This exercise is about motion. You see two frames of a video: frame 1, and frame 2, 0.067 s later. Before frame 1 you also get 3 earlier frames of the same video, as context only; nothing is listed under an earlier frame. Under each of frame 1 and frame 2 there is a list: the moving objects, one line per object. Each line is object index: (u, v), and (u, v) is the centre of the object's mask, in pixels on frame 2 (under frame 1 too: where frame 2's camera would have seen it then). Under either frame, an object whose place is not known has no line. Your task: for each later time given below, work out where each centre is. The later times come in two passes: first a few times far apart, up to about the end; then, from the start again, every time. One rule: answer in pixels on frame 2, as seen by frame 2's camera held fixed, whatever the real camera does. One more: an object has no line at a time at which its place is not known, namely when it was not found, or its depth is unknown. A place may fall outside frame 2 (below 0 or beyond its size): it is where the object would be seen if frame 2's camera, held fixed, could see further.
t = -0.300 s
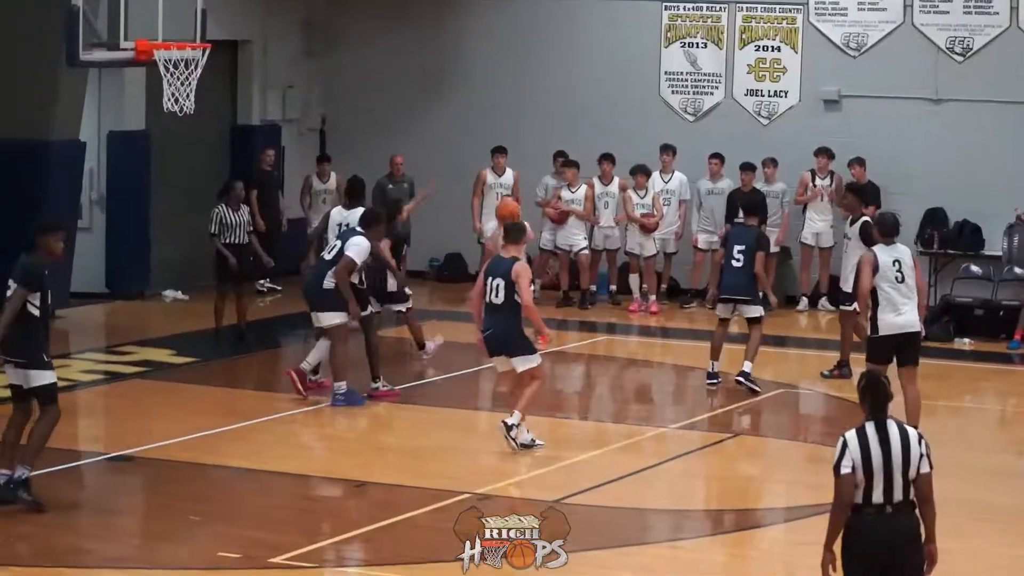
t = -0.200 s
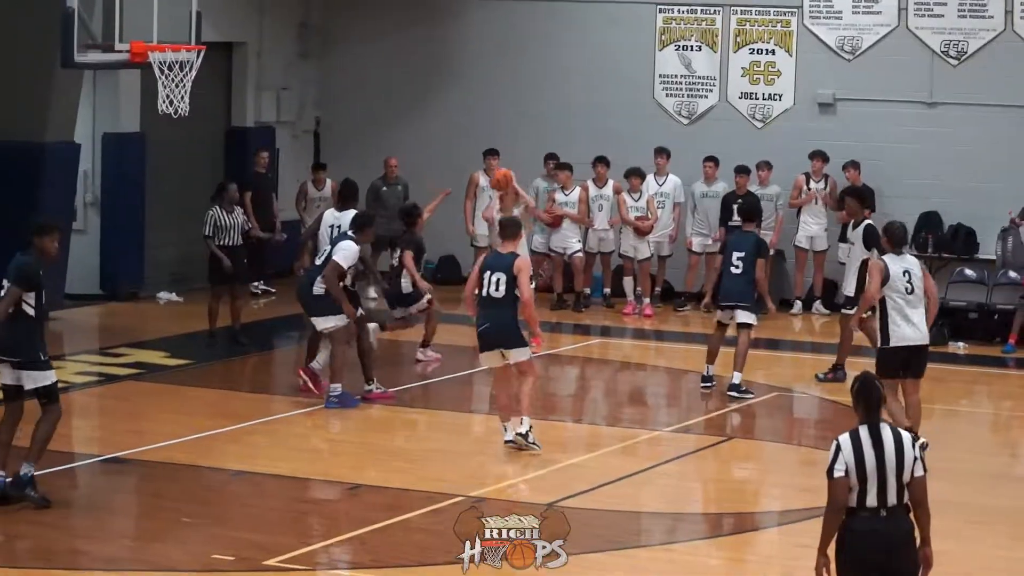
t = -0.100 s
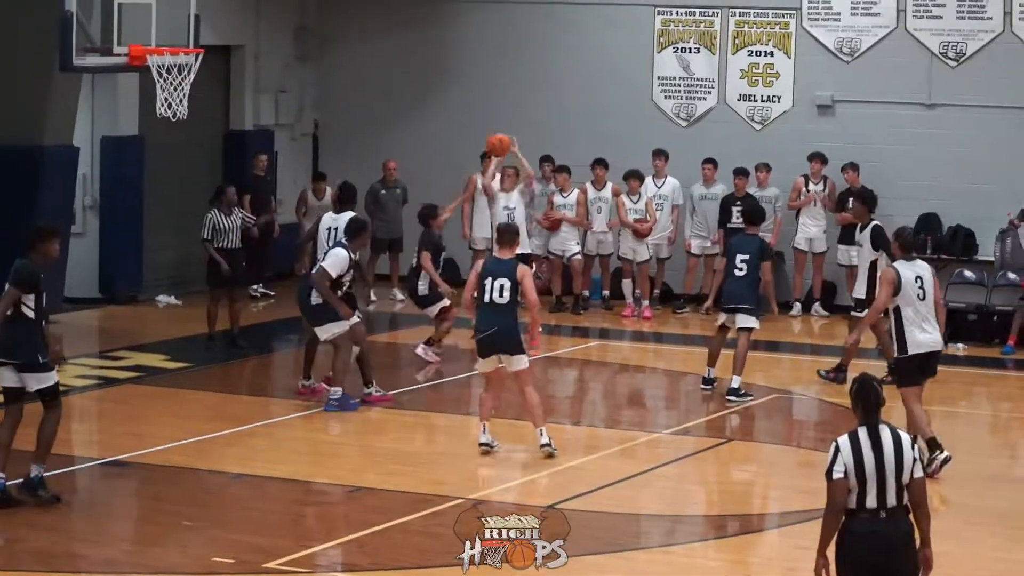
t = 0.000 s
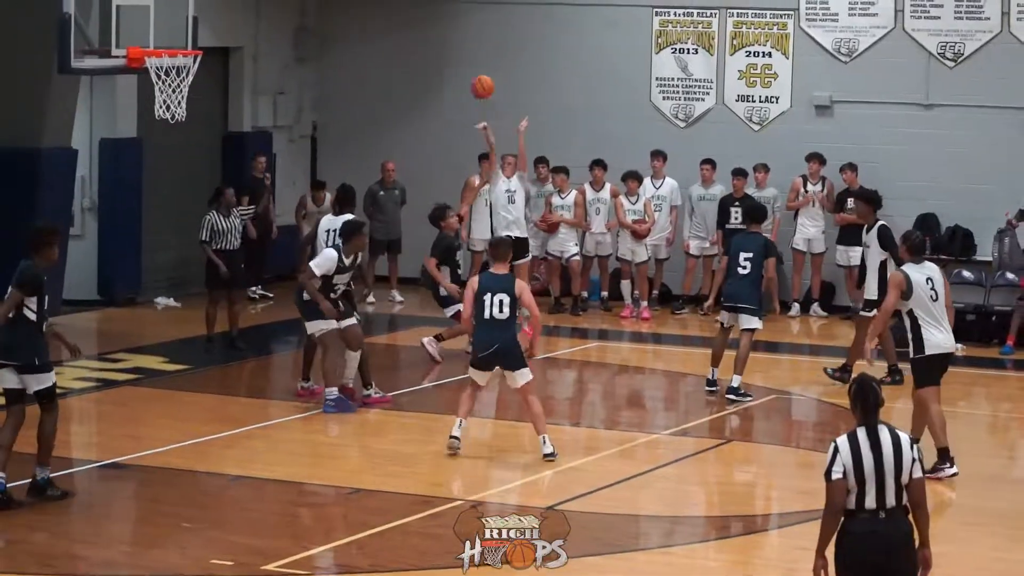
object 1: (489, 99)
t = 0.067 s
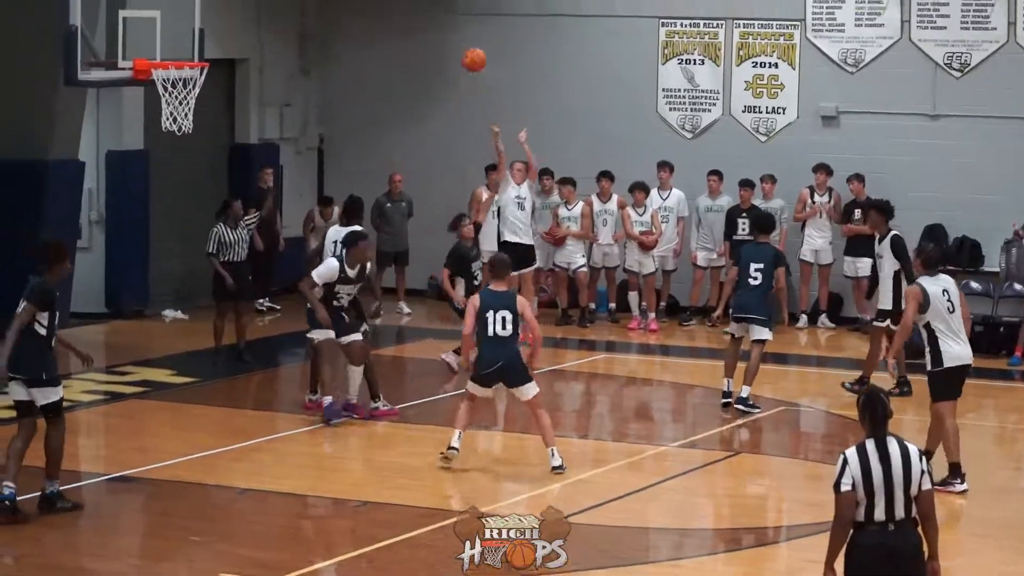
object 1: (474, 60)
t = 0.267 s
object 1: (428, -35)
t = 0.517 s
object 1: (367, -100)
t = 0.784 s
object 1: (293, -100)
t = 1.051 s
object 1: (215, -11)
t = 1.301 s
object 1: (164, -8)
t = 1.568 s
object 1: (131, -55)
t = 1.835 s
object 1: (99, -10)
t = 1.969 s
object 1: (83, 49)
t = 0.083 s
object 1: (470, 51)
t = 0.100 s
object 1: (467, 42)
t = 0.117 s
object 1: (463, 33)
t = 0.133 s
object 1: (459, 24)
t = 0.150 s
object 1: (455, 15)
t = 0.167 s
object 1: (451, 8)
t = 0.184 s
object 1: (447, 0)
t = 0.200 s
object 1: (443, -8)
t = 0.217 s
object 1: (439, -15)
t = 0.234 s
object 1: (436, -22)
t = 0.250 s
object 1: (432, -28)
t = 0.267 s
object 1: (428, -35)
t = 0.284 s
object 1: (424, -41)
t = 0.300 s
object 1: (420, -47)
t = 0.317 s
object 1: (416, -53)
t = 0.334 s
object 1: (413, -59)
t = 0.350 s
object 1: (409, -64)
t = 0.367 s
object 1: (404, -70)
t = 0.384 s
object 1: (400, -75)
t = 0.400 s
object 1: (396, -78)
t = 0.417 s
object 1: (392, -83)
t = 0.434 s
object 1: (388, -86)
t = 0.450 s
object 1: (384, -90)
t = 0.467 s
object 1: (380, -93)
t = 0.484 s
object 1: (375, -96)
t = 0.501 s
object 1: (371, -98)
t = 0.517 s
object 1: (367, -100)
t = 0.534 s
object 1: (362, -102)
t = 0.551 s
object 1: (358, -104)
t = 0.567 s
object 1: (354, -106)
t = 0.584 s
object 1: (349, -108)
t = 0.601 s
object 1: (345, -109)
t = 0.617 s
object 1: (340, -110)
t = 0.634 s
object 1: (336, -112)
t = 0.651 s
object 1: (331, -112)
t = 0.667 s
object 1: (326, -111)
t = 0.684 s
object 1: (321, -111)
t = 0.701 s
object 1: (317, -110)
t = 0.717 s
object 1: (312, -110)
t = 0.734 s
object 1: (307, -107)
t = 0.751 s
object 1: (303, -105)
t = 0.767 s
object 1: (298, -103)
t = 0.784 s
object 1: (293, -100)
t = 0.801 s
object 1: (288, -97)
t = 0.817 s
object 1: (284, -94)
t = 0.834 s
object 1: (279, -91)
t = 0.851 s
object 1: (274, -87)
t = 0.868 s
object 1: (269, -83)
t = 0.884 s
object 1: (264, -78)
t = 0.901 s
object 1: (260, -73)
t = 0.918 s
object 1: (255, -68)
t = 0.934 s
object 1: (250, -62)
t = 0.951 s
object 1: (245, -56)
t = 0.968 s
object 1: (240, -50)
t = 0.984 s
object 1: (235, -43)
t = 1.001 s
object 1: (230, -35)
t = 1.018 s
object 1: (225, -27)
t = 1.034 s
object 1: (220, -19)
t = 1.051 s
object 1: (215, -11)
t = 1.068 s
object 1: (210, -3)
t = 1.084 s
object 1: (204, 6)
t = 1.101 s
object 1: (199, 16)
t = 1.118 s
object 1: (194, 26)
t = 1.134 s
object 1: (189, 36)
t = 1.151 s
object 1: (183, 46)
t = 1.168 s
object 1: (181, 47)
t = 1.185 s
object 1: (179, 40)
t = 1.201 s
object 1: (177, 32)
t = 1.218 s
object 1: (175, 24)
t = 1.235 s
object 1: (173, 17)
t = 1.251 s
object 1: (171, 10)
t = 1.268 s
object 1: (169, 4)
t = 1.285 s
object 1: (167, -2)
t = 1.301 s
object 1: (164, -8)
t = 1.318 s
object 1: (163, -14)
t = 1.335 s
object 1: (160, -19)
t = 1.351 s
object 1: (158, -23)
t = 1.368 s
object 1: (156, -27)
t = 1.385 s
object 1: (154, -32)
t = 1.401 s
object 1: (153, -36)
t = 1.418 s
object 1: (151, -39)
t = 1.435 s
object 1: (148, -43)
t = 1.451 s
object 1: (146, -46)
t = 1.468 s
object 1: (144, -48)
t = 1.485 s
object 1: (142, -50)
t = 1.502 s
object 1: (140, -52)
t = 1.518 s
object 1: (138, -53)
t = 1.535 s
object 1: (135, -54)
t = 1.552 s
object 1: (134, -55)
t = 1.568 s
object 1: (131, -55)
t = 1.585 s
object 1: (129, -55)
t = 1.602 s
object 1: (127, -55)
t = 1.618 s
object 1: (125, -54)
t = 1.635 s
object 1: (124, -53)
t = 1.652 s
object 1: (121, -52)
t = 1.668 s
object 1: (118, -49)
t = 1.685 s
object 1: (117, -47)
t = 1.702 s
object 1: (114, -44)
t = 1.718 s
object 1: (113, -41)
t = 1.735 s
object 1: (111, -38)
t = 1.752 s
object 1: (109, -35)
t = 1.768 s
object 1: (106, -32)
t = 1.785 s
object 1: (104, -27)
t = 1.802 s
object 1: (103, -21)
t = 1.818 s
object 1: (101, -16)
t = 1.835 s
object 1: (99, -10)
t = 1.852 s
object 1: (97, -4)
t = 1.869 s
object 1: (94, 1)
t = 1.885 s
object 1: (93, 9)
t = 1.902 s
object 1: (91, 16)
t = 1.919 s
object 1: (89, 24)
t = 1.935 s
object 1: (88, 31)
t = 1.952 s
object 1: (85, 39)
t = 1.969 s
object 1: (83, 49)
